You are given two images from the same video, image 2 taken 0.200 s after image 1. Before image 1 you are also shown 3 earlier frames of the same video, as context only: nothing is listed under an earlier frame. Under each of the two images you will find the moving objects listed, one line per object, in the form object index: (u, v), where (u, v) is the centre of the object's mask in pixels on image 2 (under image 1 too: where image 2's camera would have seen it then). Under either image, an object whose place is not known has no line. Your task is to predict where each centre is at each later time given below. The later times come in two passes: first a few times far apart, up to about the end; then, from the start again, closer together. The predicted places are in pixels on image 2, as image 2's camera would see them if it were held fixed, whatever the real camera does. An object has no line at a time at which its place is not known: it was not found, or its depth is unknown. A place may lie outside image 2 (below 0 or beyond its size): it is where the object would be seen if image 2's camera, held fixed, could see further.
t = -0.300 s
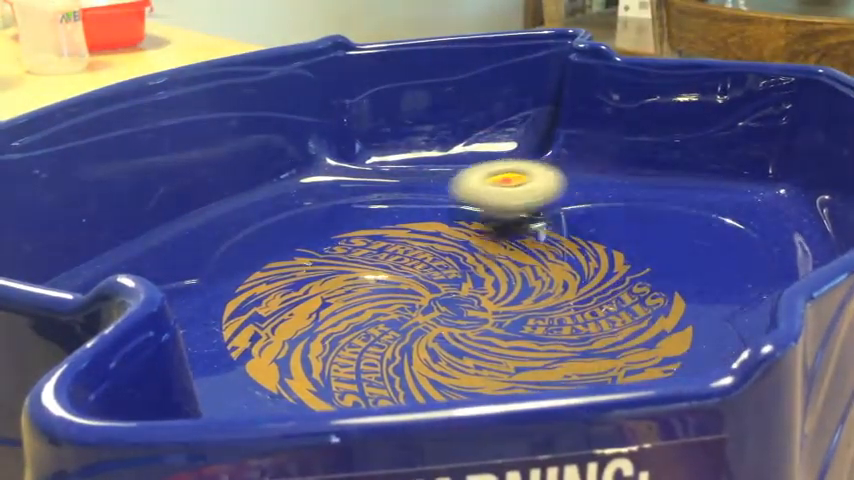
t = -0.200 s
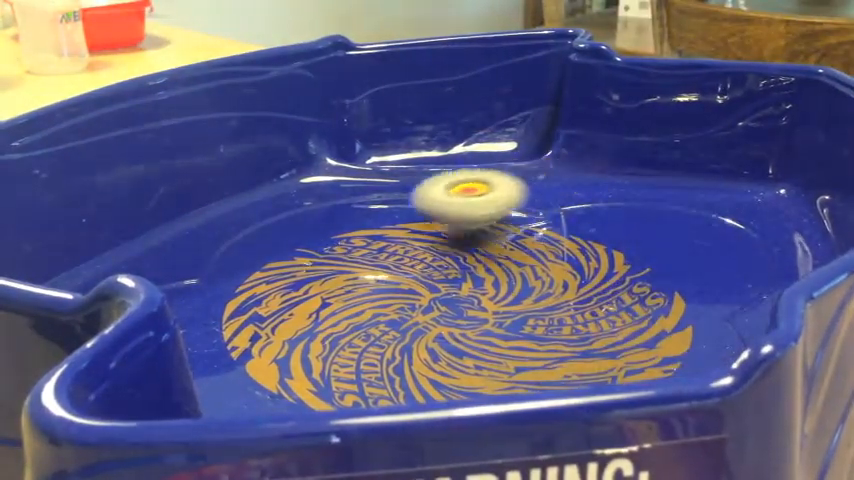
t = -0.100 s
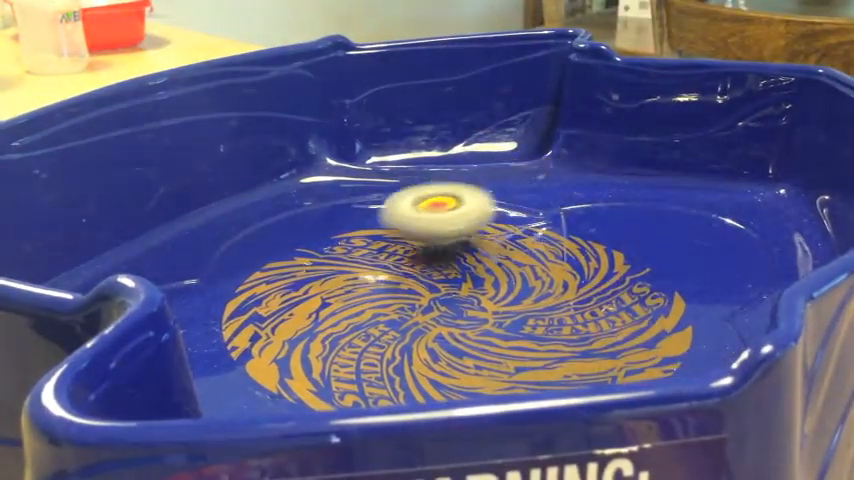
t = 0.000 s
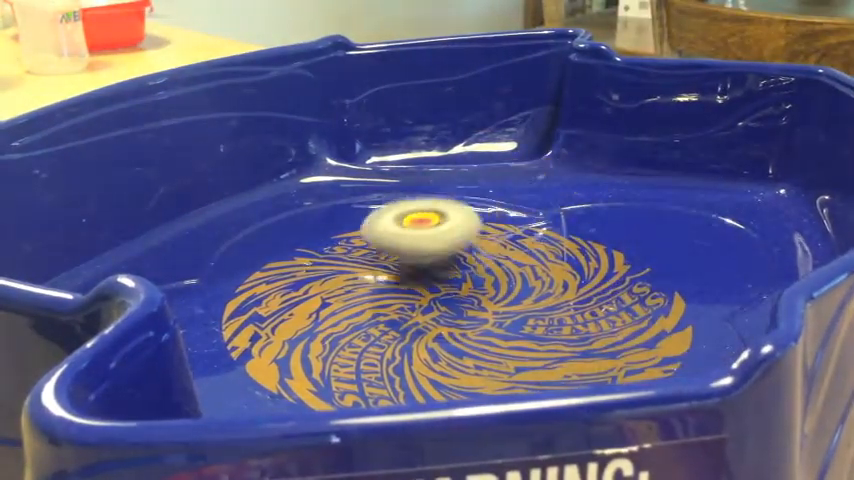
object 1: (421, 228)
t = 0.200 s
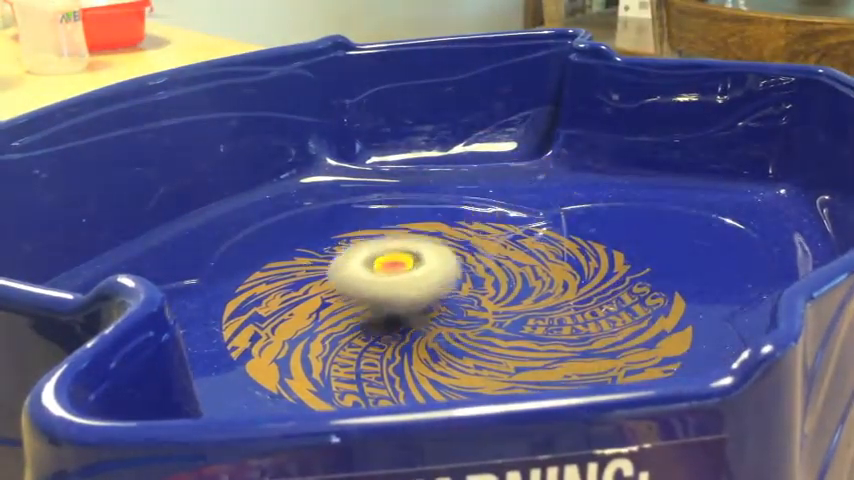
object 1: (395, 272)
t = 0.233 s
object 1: (396, 280)
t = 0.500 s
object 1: (458, 345)
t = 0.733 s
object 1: (597, 357)
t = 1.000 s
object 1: (705, 320)
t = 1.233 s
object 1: (668, 272)
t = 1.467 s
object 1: (550, 254)
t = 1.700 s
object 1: (416, 256)
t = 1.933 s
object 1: (306, 277)
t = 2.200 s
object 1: (251, 322)
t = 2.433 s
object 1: (277, 345)
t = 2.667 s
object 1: (302, 351)
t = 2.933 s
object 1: (390, 346)
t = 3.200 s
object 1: (429, 307)
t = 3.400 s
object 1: (468, 274)
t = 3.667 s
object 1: (411, 234)
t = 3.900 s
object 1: (376, 210)
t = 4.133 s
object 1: (330, 207)
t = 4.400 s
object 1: (297, 219)
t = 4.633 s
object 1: (304, 241)
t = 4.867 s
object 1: (364, 256)
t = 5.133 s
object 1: (458, 278)
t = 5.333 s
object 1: (521, 264)
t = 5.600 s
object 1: (561, 259)
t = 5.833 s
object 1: (582, 260)
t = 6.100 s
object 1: (593, 260)
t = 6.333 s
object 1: (594, 260)
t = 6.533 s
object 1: (583, 264)
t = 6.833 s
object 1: (551, 275)
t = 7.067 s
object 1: (519, 294)
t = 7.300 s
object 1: (497, 312)
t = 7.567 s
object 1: (473, 327)
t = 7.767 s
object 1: (465, 332)
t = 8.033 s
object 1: (457, 332)
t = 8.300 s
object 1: (443, 323)
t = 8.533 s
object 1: (414, 309)
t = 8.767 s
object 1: (391, 292)
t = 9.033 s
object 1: (416, 286)
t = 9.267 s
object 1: (433, 266)
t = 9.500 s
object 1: (399, 249)
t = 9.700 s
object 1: (396, 238)
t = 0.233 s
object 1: (396, 280)
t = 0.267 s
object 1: (402, 291)
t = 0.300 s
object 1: (412, 299)
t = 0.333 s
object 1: (421, 307)
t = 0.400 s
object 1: (432, 322)
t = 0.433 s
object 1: (437, 329)
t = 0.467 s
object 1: (446, 336)
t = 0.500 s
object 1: (458, 345)
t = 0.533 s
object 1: (473, 349)
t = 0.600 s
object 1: (508, 356)
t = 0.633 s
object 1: (528, 358)
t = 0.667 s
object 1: (551, 359)
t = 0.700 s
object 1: (573, 358)
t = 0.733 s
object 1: (597, 357)
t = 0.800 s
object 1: (641, 352)
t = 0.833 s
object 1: (658, 348)
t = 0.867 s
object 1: (671, 344)
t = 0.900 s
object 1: (683, 339)
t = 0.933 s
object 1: (692, 333)
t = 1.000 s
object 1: (705, 320)
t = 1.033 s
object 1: (709, 313)
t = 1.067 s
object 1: (711, 306)
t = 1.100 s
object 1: (710, 299)
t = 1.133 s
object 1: (704, 292)
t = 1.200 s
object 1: (684, 278)
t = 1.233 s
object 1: (668, 272)
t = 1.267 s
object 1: (651, 267)
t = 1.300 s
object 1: (635, 263)
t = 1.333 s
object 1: (619, 259)
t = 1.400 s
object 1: (584, 255)
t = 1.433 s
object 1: (568, 254)
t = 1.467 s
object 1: (550, 254)
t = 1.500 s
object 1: (534, 253)
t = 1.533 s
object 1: (517, 254)
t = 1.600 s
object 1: (478, 253)
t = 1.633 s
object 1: (457, 254)
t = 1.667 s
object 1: (437, 253)
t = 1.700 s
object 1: (416, 256)
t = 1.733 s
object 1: (398, 257)
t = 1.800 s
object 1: (364, 264)
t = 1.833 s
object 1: (347, 267)
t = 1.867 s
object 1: (332, 270)
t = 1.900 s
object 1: (318, 273)
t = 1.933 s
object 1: (306, 277)
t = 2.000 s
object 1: (282, 286)
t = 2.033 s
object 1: (274, 292)
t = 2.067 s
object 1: (265, 296)
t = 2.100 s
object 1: (257, 303)
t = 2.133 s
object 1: (253, 309)
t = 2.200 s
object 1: (251, 322)
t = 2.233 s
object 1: (252, 329)
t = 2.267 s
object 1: (256, 336)
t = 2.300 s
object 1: (262, 343)
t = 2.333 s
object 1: (270, 347)
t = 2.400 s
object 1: (275, 347)
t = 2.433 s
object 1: (277, 345)
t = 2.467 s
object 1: (279, 347)
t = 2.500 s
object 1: (283, 347)
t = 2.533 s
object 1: (287, 347)
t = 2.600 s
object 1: (292, 348)
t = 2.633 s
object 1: (295, 348)
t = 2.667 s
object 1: (302, 351)
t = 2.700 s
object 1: (310, 352)
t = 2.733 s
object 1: (320, 354)
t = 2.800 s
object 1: (343, 355)
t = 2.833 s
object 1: (353, 354)
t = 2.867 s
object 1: (367, 353)
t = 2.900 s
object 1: (378, 350)
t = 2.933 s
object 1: (390, 346)
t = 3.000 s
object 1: (411, 339)
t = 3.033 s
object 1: (420, 334)
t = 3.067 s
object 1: (425, 329)
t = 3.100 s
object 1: (429, 323)
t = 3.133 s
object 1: (431, 317)
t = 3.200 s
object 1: (429, 307)
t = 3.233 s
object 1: (430, 301)
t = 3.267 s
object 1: (436, 297)
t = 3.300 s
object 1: (448, 293)
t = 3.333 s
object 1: (458, 288)
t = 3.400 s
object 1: (468, 274)
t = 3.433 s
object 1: (467, 269)
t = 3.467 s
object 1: (464, 263)
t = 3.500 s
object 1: (456, 255)
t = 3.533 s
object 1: (448, 250)
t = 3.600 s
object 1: (424, 242)
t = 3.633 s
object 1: (415, 237)
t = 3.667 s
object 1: (411, 234)
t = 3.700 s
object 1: (407, 229)
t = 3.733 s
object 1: (405, 225)
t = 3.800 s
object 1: (396, 217)
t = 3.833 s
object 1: (390, 215)
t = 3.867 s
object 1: (383, 212)
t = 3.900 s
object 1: (376, 210)
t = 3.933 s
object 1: (369, 208)
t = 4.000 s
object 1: (356, 207)
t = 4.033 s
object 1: (349, 206)
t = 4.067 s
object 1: (342, 206)
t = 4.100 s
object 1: (336, 207)
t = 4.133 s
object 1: (330, 207)
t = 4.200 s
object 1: (320, 209)
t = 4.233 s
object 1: (316, 210)
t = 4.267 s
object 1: (311, 211)
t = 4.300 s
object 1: (307, 213)
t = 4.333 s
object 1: (303, 215)
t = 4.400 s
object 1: (297, 219)
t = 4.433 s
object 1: (295, 221)
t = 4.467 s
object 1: (293, 224)
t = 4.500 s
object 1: (294, 228)
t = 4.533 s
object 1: (294, 231)
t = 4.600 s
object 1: (300, 237)
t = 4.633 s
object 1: (304, 241)
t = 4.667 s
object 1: (311, 244)
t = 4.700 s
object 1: (317, 247)
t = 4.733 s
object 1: (326, 249)
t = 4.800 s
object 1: (343, 254)
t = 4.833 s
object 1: (353, 255)
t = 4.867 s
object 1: (364, 256)
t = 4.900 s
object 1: (374, 256)
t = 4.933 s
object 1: (383, 259)
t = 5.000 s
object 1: (405, 269)
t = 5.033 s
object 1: (417, 273)
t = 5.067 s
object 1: (431, 276)
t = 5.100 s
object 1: (444, 277)
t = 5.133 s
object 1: (458, 278)
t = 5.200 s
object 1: (485, 277)
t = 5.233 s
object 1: (497, 275)
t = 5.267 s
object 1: (508, 271)
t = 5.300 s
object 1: (515, 267)
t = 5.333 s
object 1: (521, 264)
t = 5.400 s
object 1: (531, 260)
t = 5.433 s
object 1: (537, 260)
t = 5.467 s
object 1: (542, 260)
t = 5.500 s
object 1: (547, 260)
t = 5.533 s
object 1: (552, 259)
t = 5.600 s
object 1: (561, 259)
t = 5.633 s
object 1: (564, 260)
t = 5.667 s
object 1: (568, 260)
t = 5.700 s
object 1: (571, 260)
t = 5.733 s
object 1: (574, 261)
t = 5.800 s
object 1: (579, 260)
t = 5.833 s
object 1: (582, 260)
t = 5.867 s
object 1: (584, 260)
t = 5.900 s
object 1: (586, 260)
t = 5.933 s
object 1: (587, 260)
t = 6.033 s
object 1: (591, 259)
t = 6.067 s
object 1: (593, 259)
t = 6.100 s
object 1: (593, 260)
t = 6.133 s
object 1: (594, 259)
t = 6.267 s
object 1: (595, 259)
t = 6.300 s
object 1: (594, 260)
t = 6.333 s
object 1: (594, 260)
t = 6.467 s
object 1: (588, 261)
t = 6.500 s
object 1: (585, 262)
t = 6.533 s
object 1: (583, 264)
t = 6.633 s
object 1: (575, 267)
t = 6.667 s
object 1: (572, 268)
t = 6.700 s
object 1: (570, 269)
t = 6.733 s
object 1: (566, 270)
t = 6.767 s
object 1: (563, 272)
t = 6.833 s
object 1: (551, 275)
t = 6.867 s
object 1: (547, 279)
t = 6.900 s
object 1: (543, 281)
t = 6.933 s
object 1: (538, 282)
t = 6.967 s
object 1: (532, 286)
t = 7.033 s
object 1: (523, 292)
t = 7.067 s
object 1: (519, 294)
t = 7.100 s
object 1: (516, 297)
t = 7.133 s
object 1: (512, 300)
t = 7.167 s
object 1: (510, 302)
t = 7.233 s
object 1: (504, 308)
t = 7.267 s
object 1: (501, 310)
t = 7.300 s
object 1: (497, 312)
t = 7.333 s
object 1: (495, 314)
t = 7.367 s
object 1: (490, 317)
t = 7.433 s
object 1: (484, 321)
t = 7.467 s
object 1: (481, 322)
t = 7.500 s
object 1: (479, 324)
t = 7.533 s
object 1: (476, 326)
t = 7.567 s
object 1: (473, 327)
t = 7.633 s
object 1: (469, 329)
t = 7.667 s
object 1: (467, 330)
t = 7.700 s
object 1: (467, 331)
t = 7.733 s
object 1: (465, 331)
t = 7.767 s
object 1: (465, 332)
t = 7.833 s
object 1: (463, 332)
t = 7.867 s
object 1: (461, 332)
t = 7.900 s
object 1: (461, 333)
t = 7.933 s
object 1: (460, 332)
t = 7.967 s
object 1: (459, 332)
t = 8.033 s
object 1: (457, 332)
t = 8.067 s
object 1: (455, 331)
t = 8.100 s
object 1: (455, 331)
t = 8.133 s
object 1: (454, 330)
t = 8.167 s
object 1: (453, 329)
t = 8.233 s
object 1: (449, 327)
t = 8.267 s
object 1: (445, 325)
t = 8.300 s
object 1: (443, 323)
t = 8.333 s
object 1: (440, 322)
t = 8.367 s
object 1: (438, 320)
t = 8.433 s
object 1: (430, 316)
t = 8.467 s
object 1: (425, 313)
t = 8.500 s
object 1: (420, 311)
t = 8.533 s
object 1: (414, 309)
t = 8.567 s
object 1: (408, 306)
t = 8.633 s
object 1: (400, 302)
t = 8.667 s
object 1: (397, 298)
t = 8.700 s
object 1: (394, 296)
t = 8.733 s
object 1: (392, 293)
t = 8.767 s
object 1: (391, 292)
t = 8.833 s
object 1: (391, 289)
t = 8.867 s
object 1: (392, 289)
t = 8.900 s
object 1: (395, 288)
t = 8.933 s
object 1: (398, 287)
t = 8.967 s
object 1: (403, 287)
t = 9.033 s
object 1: (416, 286)
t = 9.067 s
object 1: (422, 284)
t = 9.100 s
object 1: (427, 283)
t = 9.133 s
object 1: (431, 279)
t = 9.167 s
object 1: (434, 276)
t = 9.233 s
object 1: (435, 269)
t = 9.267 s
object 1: (433, 266)
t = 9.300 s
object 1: (430, 263)
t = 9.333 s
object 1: (427, 259)
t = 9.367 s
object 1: (422, 256)
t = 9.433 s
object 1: (410, 252)
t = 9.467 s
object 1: (404, 251)
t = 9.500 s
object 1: (399, 249)
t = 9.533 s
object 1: (397, 249)
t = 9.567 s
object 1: (395, 247)
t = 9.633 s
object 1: (394, 243)
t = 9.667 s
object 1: (395, 240)
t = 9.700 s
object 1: (396, 238)
